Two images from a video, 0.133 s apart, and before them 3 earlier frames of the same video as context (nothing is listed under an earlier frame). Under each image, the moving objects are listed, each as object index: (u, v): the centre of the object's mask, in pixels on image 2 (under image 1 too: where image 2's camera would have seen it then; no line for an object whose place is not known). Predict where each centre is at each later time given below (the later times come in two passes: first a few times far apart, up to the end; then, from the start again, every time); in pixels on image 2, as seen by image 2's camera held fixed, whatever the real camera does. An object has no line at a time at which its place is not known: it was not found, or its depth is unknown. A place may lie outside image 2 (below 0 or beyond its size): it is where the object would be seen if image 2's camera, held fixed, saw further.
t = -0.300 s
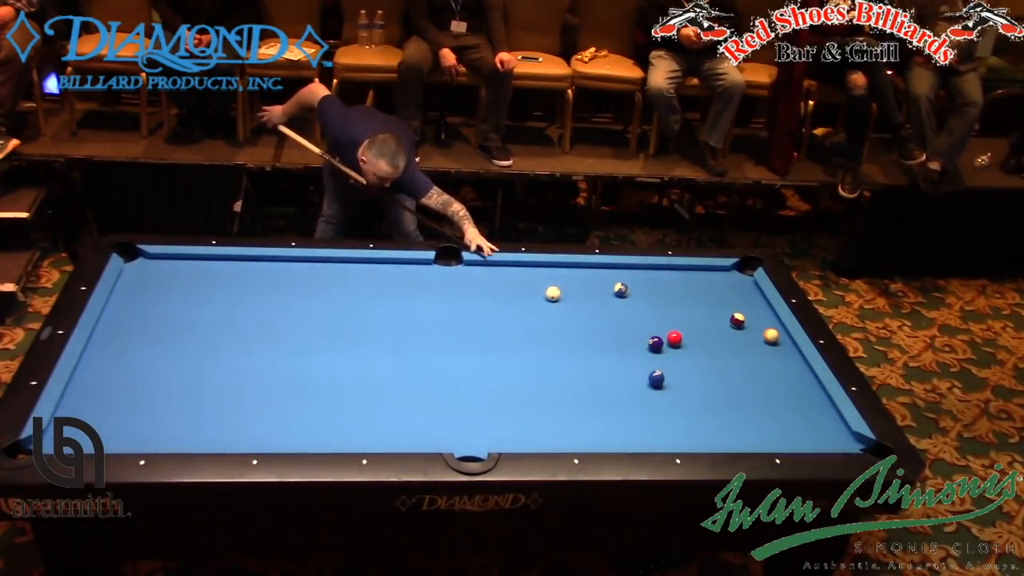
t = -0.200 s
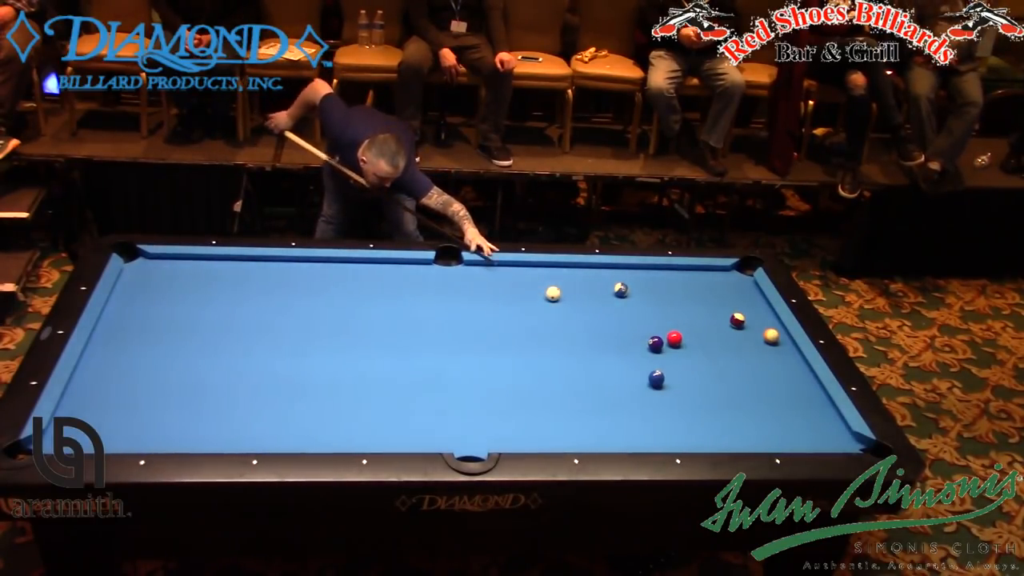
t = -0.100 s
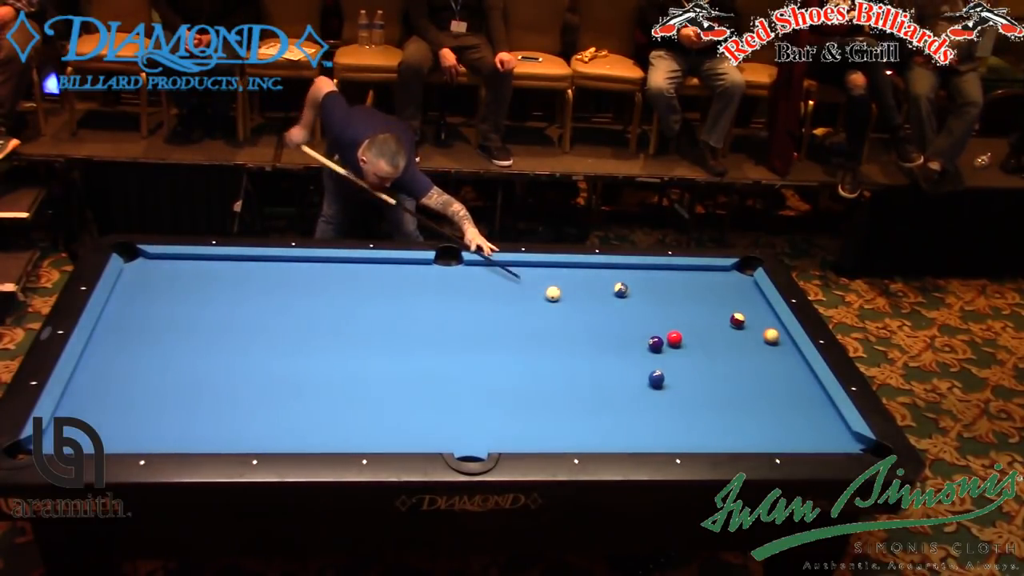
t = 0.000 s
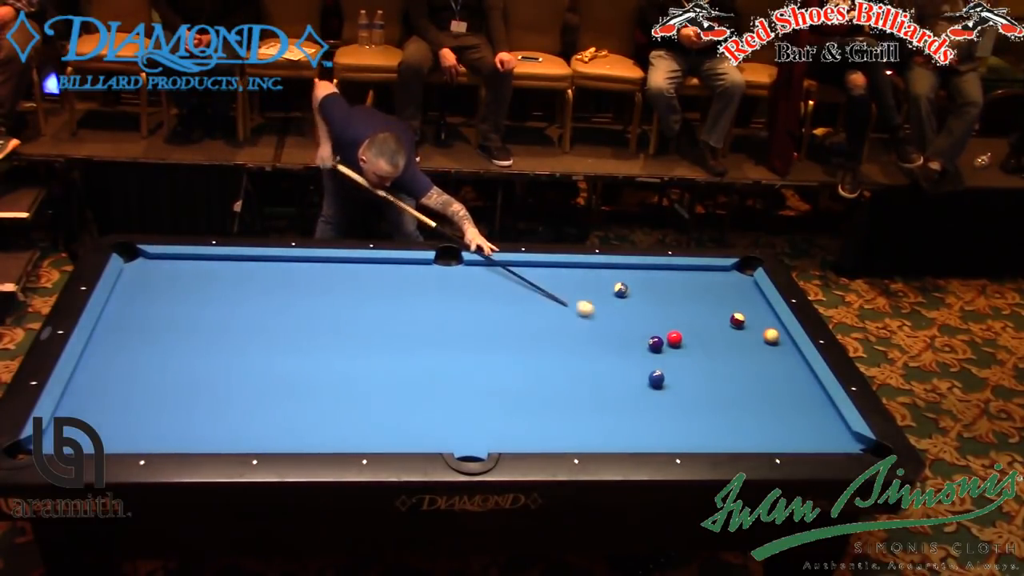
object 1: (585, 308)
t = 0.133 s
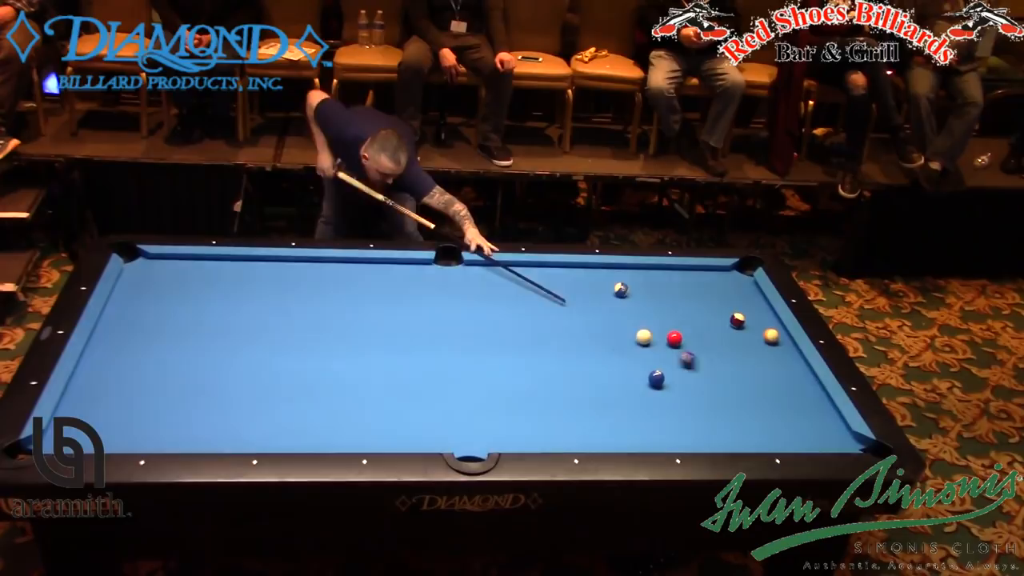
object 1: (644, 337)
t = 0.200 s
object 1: (642, 336)
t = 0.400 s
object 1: (625, 326)
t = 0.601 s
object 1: (605, 316)
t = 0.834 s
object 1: (584, 304)
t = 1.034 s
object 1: (567, 295)
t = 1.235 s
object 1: (551, 286)
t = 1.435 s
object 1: (536, 278)
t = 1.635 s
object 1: (522, 270)
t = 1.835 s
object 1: (510, 266)
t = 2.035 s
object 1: (504, 270)
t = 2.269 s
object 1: (496, 274)
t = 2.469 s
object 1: (491, 277)
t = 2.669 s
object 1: (485, 279)
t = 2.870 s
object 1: (480, 282)
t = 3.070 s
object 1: (476, 284)
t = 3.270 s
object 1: (472, 286)
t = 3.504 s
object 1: (467, 289)
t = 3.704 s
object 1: (464, 290)
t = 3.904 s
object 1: (462, 291)
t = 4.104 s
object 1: (460, 292)
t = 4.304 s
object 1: (459, 293)
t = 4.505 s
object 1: (458, 293)
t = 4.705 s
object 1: (458, 293)
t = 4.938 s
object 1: (458, 294)
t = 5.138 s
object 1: (458, 294)
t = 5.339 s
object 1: (458, 294)
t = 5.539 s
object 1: (458, 294)
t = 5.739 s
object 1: (458, 294)
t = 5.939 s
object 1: (458, 294)
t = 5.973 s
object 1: (458, 294)
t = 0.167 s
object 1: (643, 337)
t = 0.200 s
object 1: (642, 336)
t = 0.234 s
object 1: (640, 335)
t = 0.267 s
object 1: (638, 333)
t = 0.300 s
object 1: (635, 332)
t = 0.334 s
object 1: (632, 330)
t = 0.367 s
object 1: (629, 328)
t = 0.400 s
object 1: (625, 326)
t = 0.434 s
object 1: (622, 325)
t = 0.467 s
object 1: (619, 323)
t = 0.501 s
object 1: (615, 321)
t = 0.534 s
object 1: (612, 319)
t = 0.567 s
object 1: (609, 317)
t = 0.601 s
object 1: (605, 316)
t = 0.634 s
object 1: (602, 314)
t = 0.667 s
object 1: (599, 312)
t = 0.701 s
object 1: (596, 311)
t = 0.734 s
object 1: (593, 309)
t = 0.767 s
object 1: (590, 307)
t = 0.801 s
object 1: (587, 306)
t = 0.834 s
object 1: (584, 304)
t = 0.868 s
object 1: (581, 302)
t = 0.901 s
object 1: (578, 301)
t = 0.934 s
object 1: (575, 299)
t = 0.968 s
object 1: (573, 298)
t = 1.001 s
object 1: (570, 296)
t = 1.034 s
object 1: (567, 295)
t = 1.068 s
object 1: (564, 293)
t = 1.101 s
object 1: (562, 292)
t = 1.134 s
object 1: (559, 290)
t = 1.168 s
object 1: (556, 289)
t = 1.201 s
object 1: (554, 288)
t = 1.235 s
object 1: (551, 286)
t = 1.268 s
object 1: (549, 285)
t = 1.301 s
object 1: (546, 283)
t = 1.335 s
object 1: (544, 282)
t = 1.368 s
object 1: (541, 281)
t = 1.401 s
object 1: (538, 279)
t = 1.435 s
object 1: (536, 278)
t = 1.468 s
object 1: (534, 276)
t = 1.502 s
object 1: (531, 275)
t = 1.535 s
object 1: (529, 274)
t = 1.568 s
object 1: (526, 273)
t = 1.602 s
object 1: (524, 271)
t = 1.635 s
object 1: (522, 270)
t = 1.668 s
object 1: (519, 269)
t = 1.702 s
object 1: (517, 268)
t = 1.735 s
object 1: (515, 266)
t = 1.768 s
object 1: (513, 265)
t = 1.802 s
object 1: (511, 265)
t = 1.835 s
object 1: (510, 266)
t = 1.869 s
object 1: (509, 267)
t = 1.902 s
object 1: (508, 267)
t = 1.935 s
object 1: (507, 268)
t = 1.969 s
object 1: (506, 269)
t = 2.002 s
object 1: (505, 269)
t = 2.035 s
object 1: (504, 270)
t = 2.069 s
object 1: (502, 270)
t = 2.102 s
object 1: (501, 271)
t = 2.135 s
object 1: (500, 272)
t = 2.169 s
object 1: (499, 272)
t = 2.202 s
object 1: (498, 273)
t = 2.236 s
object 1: (497, 273)
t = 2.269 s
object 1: (496, 274)
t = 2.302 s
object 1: (495, 274)
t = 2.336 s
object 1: (494, 275)
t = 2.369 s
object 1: (494, 275)
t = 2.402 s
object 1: (493, 276)
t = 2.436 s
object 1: (492, 276)
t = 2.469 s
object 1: (491, 277)
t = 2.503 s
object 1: (490, 277)
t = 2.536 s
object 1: (489, 278)
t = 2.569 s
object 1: (488, 278)
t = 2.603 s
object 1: (487, 279)
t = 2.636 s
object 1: (486, 279)
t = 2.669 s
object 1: (485, 279)
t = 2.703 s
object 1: (485, 280)
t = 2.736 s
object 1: (484, 280)
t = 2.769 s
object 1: (483, 281)
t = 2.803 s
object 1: (482, 281)
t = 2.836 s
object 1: (481, 282)
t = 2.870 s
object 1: (480, 282)
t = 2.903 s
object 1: (479, 282)
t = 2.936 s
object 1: (479, 283)
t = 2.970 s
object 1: (478, 283)
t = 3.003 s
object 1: (477, 283)
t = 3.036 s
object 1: (476, 284)
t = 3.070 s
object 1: (476, 284)
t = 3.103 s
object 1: (475, 285)
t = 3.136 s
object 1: (474, 285)
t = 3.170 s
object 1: (473, 285)
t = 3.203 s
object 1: (473, 286)
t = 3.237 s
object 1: (472, 286)
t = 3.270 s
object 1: (472, 286)
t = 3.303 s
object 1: (471, 287)
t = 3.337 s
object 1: (470, 287)
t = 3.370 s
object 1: (469, 287)
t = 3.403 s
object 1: (469, 288)
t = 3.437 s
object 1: (468, 288)
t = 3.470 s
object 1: (468, 288)
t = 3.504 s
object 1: (467, 289)
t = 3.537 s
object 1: (467, 289)
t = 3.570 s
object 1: (466, 289)
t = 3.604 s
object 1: (466, 289)
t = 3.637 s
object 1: (465, 289)
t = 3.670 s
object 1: (465, 290)
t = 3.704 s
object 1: (464, 290)
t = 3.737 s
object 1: (464, 290)
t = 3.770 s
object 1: (463, 290)
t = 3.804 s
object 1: (463, 290)
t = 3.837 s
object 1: (462, 291)
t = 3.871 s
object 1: (462, 291)
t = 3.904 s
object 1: (462, 291)
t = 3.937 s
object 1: (461, 291)
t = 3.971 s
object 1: (461, 291)
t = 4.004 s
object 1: (460, 292)
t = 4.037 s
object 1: (460, 292)
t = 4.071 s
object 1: (460, 292)
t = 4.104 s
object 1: (460, 292)
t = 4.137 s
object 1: (460, 292)
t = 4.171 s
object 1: (459, 292)
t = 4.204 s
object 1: (459, 292)
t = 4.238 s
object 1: (459, 293)
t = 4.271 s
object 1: (459, 293)
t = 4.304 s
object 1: (459, 293)
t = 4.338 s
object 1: (458, 293)
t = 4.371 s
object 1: (458, 293)
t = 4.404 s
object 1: (458, 293)
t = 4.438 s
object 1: (458, 293)
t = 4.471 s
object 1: (458, 293)
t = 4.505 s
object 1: (458, 293)
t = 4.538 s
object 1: (458, 293)
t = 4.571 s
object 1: (458, 293)
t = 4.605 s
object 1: (458, 293)
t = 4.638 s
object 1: (458, 293)
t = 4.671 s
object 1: (458, 293)
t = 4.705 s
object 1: (458, 293)
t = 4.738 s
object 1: (458, 293)
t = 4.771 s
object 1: (458, 293)
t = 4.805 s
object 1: (458, 293)
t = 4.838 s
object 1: (458, 293)
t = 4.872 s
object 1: (458, 293)
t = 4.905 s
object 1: (458, 294)
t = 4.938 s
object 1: (458, 294)
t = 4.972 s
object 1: (458, 294)
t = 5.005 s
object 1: (458, 294)
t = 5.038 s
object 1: (458, 294)
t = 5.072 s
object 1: (458, 294)
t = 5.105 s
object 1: (458, 294)
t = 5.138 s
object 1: (458, 294)
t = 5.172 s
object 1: (458, 294)
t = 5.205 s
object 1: (458, 294)
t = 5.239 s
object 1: (458, 294)
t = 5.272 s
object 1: (458, 294)
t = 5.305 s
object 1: (458, 294)
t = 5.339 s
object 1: (458, 294)
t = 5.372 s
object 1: (458, 294)
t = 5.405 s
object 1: (458, 294)
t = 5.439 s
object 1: (458, 294)
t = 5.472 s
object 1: (458, 294)
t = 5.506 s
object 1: (458, 294)
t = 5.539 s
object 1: (458, 294)
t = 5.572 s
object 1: (458, 294)
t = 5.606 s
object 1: (458, 294)
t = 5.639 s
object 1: (458, 294)
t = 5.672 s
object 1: (458, 294)
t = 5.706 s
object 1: (458, 294)
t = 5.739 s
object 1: (458, 294)
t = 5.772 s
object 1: (458, 294)
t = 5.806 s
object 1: (458, 294)
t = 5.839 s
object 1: (458, 294)
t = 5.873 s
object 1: (458, 294)
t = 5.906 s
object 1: (458, 294)
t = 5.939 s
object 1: (458, 294)
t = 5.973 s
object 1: (458, 294)
